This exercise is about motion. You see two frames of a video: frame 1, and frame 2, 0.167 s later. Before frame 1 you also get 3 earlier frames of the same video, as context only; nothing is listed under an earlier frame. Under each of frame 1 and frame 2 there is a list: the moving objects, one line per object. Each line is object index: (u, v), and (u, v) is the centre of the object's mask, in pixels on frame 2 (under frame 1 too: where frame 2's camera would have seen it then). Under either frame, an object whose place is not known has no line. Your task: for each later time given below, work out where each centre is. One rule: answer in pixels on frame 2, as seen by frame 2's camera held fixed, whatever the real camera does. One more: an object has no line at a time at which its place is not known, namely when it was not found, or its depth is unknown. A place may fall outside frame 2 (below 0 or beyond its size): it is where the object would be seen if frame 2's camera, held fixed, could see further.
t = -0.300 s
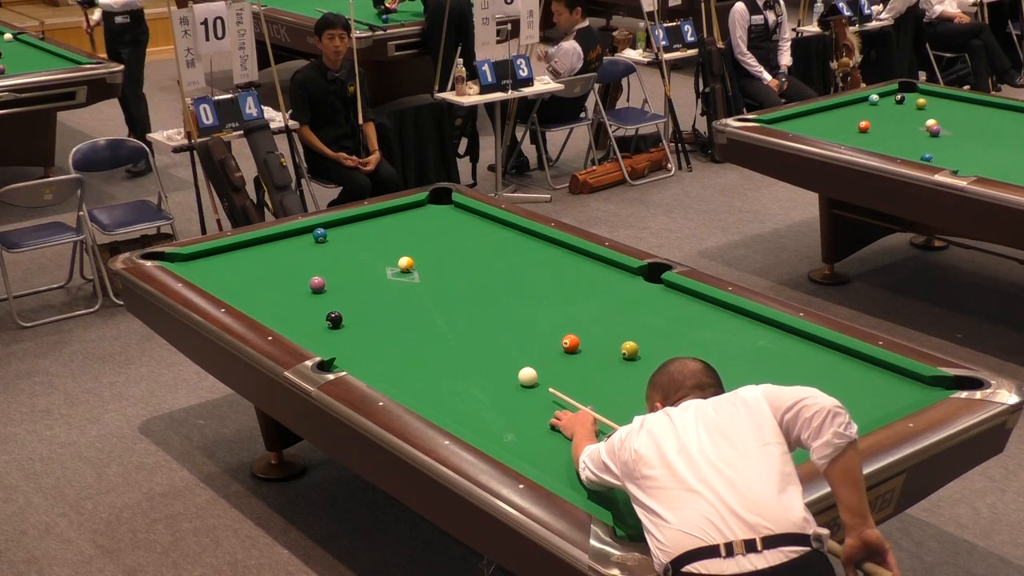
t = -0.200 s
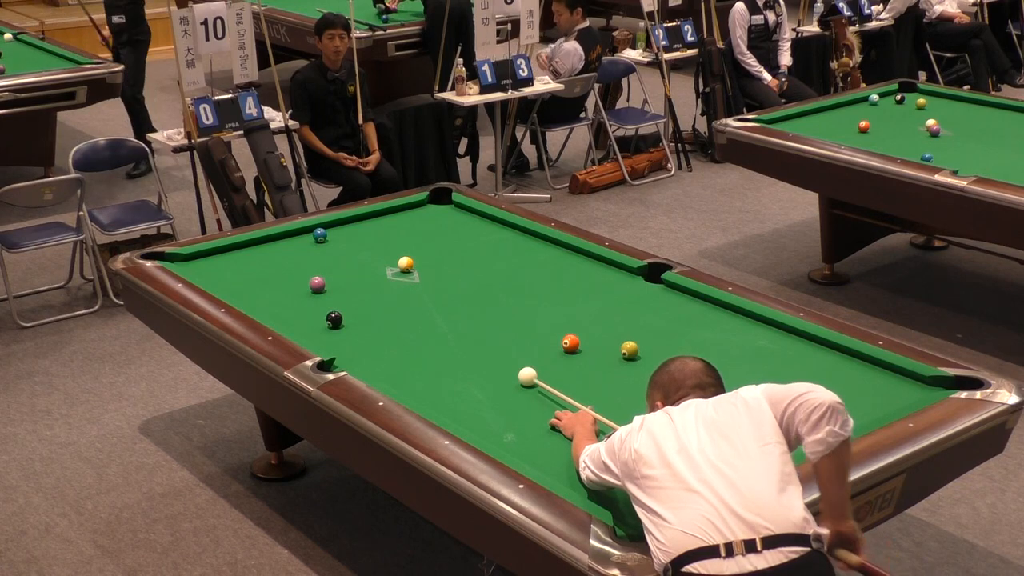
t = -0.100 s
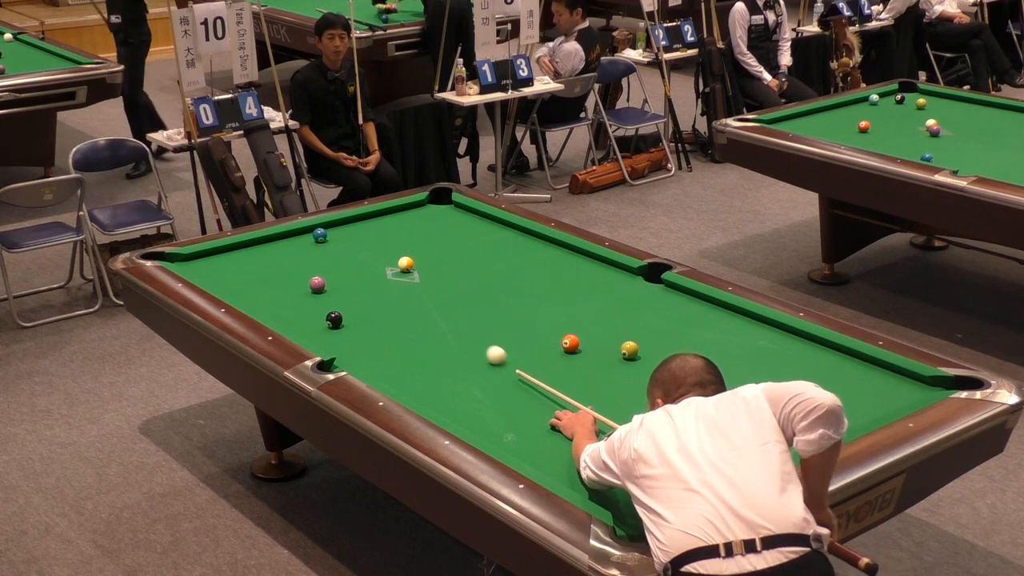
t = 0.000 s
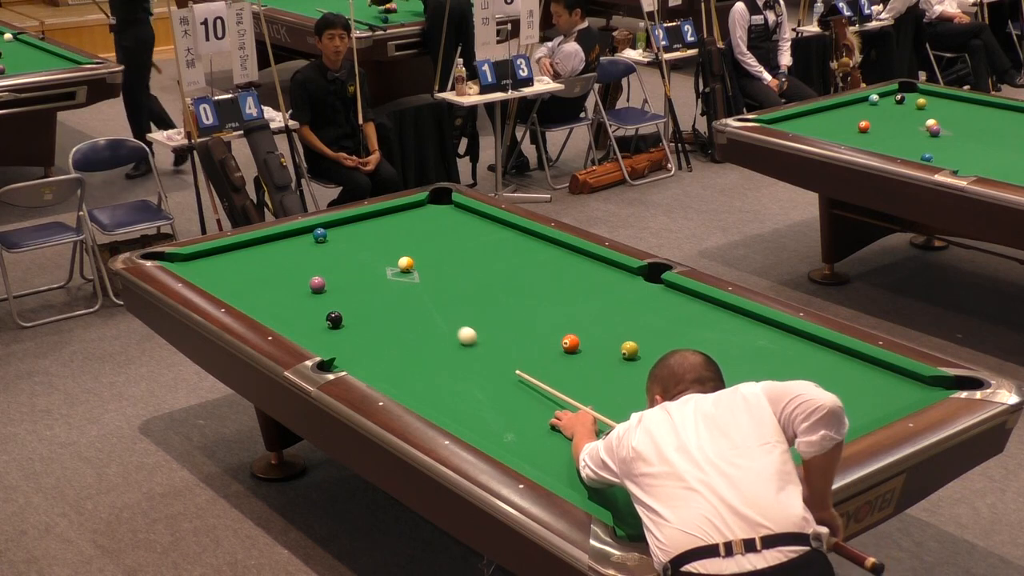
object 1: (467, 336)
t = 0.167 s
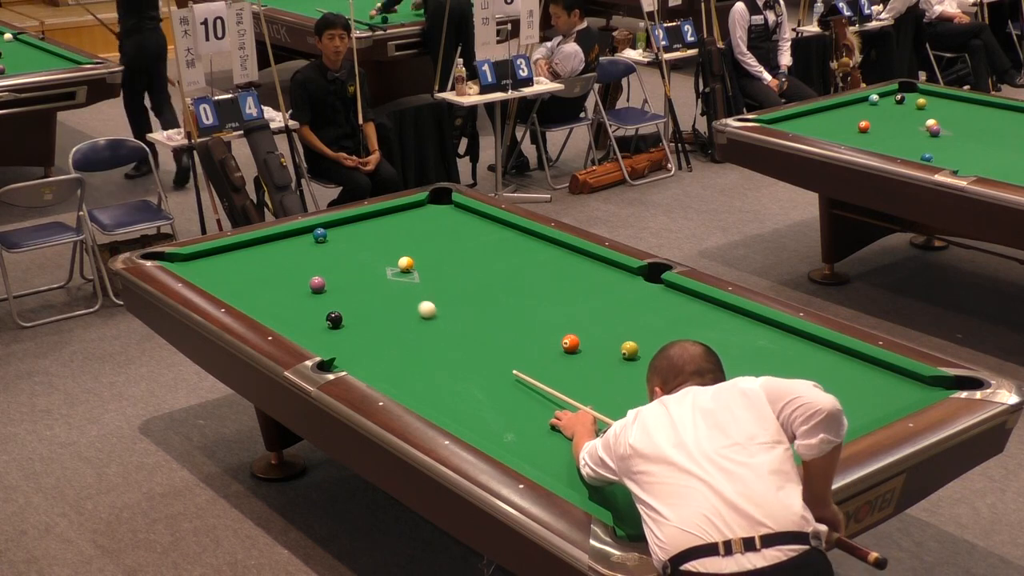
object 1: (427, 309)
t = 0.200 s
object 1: (419, 304)
